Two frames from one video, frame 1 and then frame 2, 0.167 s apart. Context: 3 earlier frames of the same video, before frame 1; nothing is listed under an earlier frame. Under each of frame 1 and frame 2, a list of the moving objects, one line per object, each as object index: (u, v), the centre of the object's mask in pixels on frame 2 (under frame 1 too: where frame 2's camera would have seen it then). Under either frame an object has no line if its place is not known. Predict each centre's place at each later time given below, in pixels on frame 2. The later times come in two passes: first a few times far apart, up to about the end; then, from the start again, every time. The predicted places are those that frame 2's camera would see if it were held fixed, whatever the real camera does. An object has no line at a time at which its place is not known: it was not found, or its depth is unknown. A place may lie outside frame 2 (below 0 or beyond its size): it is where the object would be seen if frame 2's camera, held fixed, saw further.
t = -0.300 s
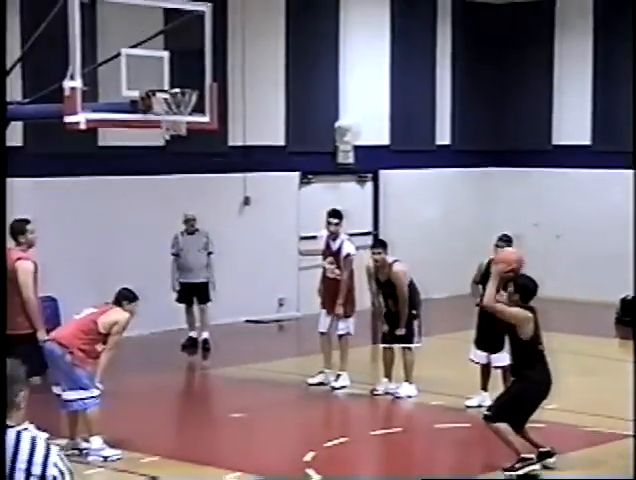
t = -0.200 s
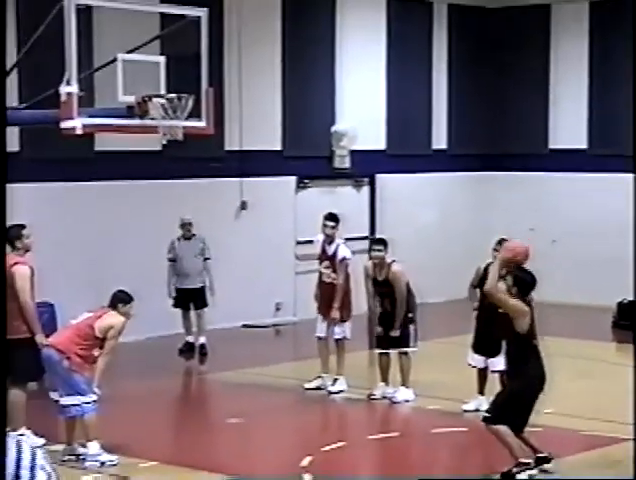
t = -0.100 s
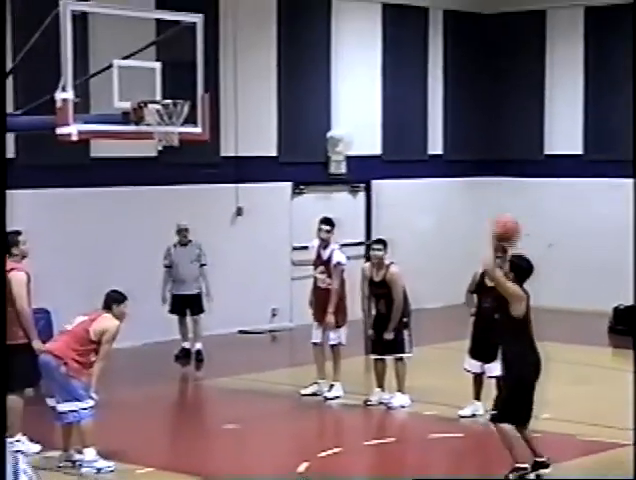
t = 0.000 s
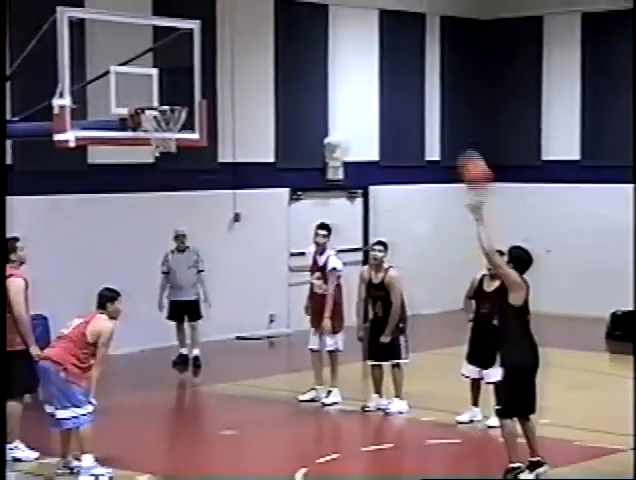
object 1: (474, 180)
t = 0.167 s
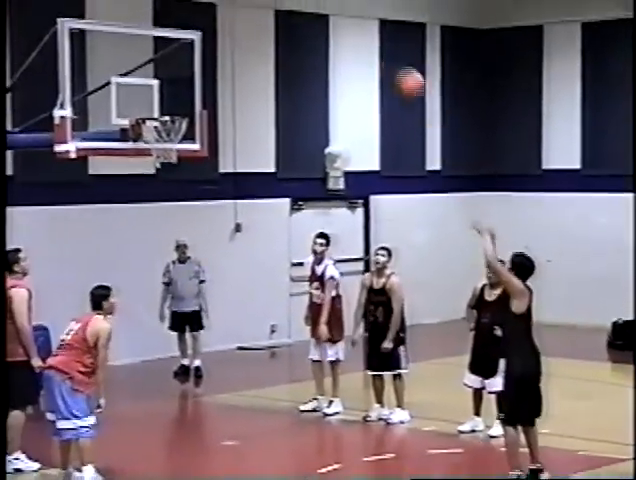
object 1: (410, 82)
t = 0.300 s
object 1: (364, 37)
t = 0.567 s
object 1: (279, 5)
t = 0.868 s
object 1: (191, 60)
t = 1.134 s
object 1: (178, 134)
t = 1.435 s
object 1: (161, 176)
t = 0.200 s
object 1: (399, 69)
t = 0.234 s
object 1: (388, 57)
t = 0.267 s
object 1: (376, 47)
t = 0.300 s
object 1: (364, 37)
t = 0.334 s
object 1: (352, 28)
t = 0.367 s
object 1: (342, 21)
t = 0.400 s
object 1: (331, 15)
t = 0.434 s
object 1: (320, 11)
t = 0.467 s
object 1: (310, 8)
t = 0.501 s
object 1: (300, 5)
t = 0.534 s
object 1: (291, 5)
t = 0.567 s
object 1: (279, 5)
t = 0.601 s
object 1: (268, 6)
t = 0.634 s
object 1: (258, 9)
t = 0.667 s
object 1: (248, 13)
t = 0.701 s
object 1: (239, 18)
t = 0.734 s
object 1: (230, 24)
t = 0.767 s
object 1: (221, 31)
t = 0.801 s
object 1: (212, 38)
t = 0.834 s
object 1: (201, 49)
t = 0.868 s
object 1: (191, 60)
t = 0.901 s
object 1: (182, 70)
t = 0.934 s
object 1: (175, 81)
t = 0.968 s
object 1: (168, 95)
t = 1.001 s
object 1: (162, 107)
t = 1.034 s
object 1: (158, 117)
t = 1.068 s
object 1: (168, 132)
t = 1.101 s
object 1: (173, 138)
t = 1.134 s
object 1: (178, 134)
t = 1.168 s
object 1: (176, 131)
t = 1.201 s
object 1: (176, 131)
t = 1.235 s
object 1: (175, 138)
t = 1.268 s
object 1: (173, 141)
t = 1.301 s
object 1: (172, 143)
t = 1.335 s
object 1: (167, 150)
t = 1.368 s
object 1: (166, 158)
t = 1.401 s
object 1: (163, 162)
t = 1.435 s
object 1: (161, 176)
